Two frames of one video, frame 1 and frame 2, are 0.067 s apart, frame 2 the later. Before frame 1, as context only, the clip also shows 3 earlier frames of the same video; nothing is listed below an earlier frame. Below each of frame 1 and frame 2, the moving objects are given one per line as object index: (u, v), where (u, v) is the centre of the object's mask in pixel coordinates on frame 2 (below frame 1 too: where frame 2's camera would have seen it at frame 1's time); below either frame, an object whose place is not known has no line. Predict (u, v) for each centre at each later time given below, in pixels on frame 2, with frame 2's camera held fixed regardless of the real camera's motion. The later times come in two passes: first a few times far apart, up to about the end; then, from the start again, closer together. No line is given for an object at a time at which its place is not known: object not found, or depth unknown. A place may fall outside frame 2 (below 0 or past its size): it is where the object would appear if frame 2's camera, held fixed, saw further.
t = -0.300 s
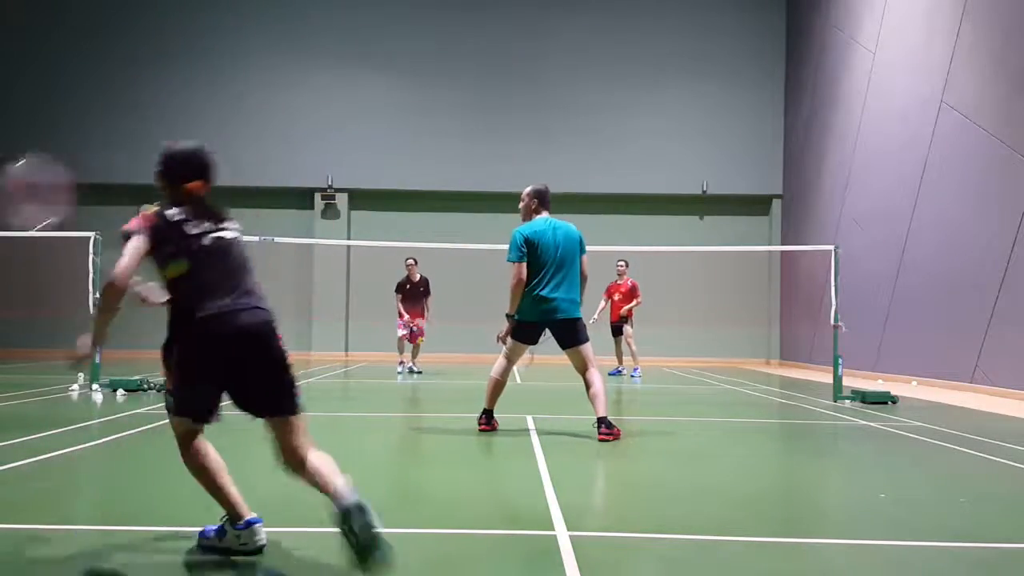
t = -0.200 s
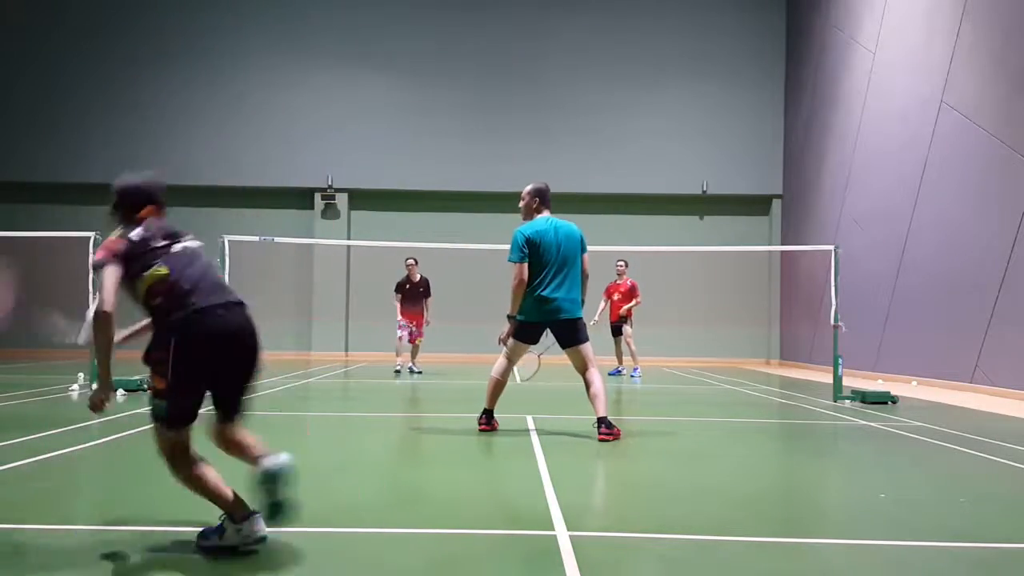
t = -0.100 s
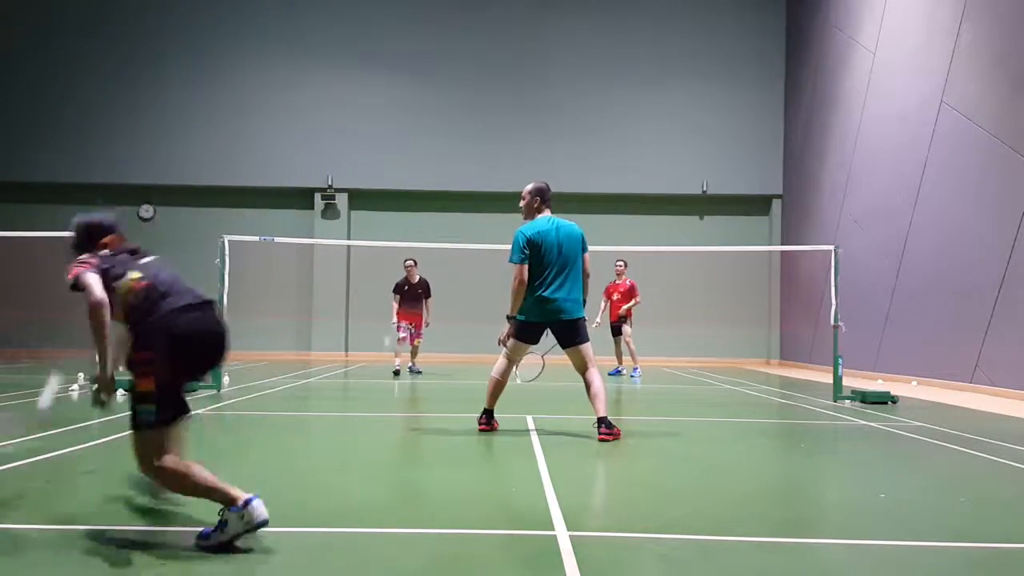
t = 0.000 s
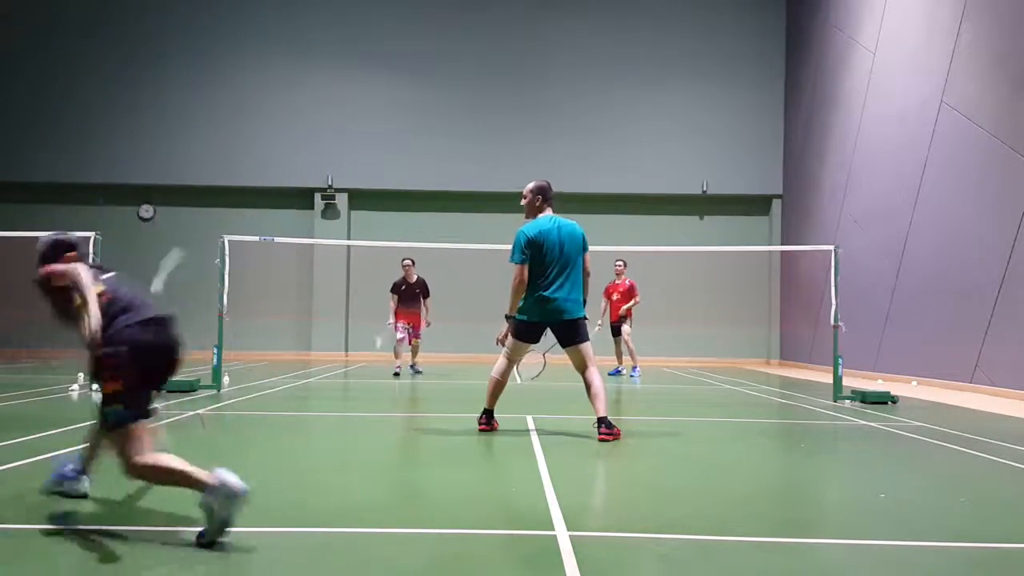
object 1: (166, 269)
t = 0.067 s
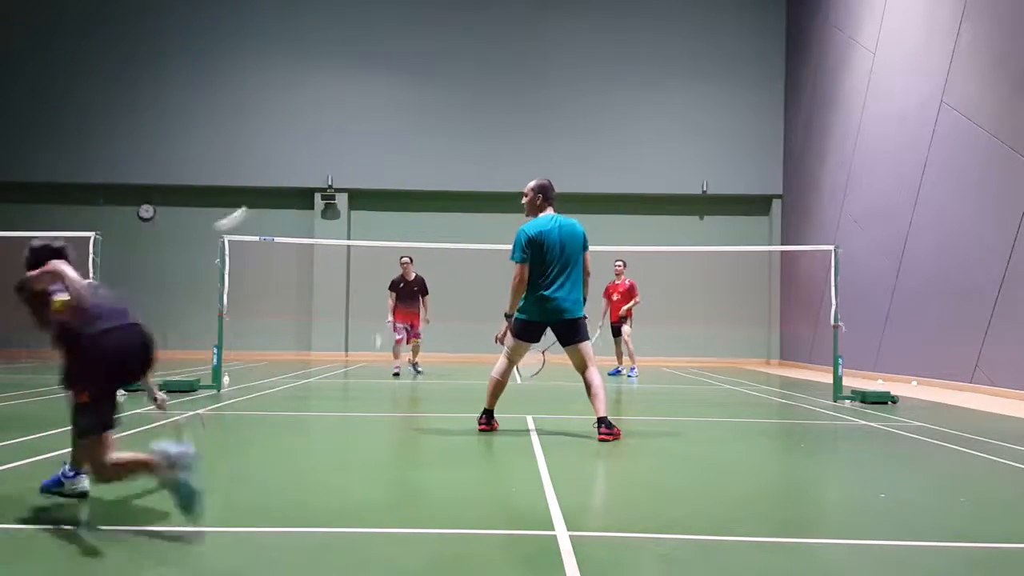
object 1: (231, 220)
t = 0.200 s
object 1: (305, 168)
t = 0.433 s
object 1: (373, 160)
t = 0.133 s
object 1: (274, 188)
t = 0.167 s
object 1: (290, 176)
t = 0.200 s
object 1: (305, 168)
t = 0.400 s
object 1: (366, 157)
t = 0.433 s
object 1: (373, 160)
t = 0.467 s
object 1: (380, 163)
